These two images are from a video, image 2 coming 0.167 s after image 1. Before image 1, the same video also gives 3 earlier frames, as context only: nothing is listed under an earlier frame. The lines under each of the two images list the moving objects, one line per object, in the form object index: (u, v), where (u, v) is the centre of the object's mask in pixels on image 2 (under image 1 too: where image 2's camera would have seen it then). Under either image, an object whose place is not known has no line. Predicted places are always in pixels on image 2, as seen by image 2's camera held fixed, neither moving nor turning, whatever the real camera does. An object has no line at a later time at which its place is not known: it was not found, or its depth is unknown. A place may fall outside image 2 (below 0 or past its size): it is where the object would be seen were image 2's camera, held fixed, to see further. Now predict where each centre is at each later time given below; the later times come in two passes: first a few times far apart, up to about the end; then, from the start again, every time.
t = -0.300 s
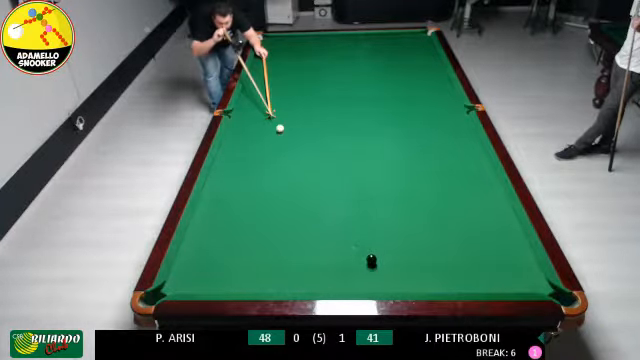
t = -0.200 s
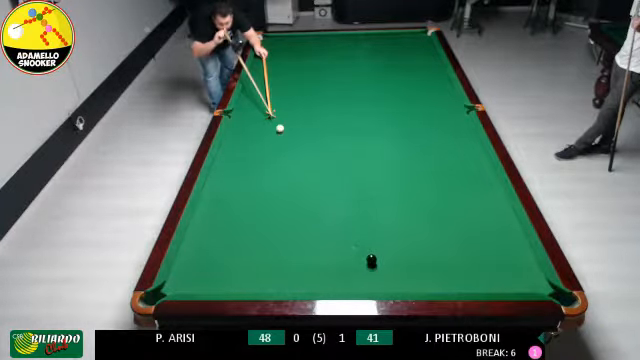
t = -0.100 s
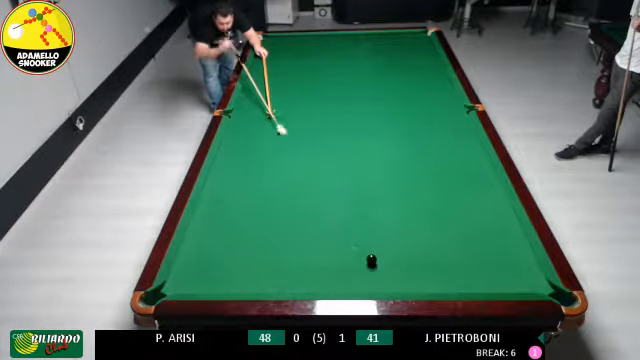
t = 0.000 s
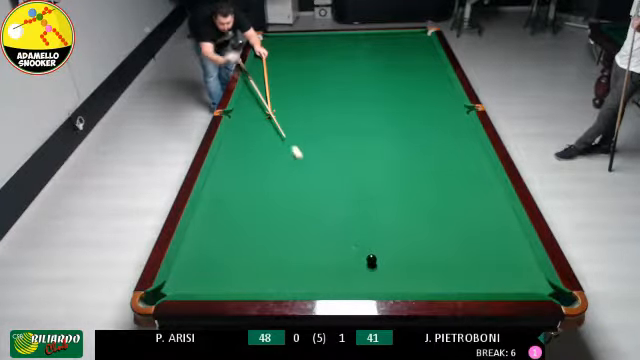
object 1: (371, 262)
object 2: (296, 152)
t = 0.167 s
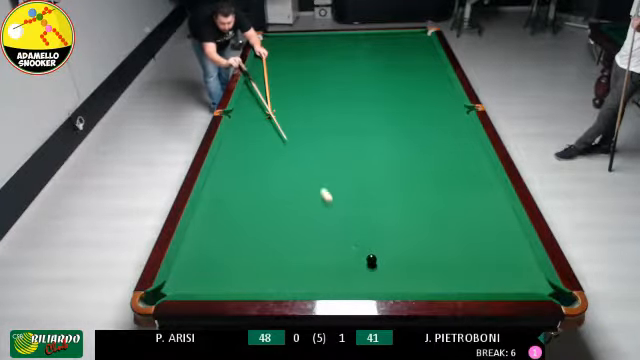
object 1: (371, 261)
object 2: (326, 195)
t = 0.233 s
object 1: (371, 261)
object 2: (339, 214)
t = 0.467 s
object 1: (398, 286)
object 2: (361, 257)
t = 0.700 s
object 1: (417, 252)
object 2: (355, 268)
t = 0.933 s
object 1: (429, 220)
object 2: (349, 279)
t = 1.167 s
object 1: (439, 193)
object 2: (343, 286)
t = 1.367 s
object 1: (447, 173)
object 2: (339, 285)
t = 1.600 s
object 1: (456, 154)
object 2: (335, 280)
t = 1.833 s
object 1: (463, 137)
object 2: (331, 275)
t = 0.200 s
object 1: (371, 262)
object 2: (332, 204)
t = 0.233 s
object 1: (371, 261)
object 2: (339, 214)
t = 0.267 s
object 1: (371, 262)
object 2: (345, 223)
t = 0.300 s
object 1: (372, 261)
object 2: (352, 234)
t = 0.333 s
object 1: (372, 262)
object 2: (359, 244)
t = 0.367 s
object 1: (373, 264)
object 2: (364, 252)
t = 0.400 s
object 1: (381, 272)
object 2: (363, 254)
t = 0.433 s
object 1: (390, 281)
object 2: (362, 255)
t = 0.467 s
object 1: (398, 286)
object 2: (361, 257)
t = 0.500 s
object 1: (403, 284)
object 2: (361, 259)
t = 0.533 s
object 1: (406, 279)
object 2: (359, 260)
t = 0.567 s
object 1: (408, 273)
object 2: (358, 262)
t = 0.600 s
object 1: (410, 267)
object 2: (358, 264)
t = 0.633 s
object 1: (413, 262)
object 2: (357, 265)
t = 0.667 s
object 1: (415, 257)
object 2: (356, 267)
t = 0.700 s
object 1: (417, 252)
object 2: (355, 268)
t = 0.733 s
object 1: (419, 246)
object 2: (354, 270)
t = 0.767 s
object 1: (421, 241)
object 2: (353, 271)
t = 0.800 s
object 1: (423, 237)
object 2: (352, 273)
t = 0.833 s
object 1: (424, 232)
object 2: (351, 274)
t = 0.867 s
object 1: (426, 228)
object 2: (350, 276)
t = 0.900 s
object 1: (428, 224)
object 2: (350, 277)
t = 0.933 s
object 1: (429, 220)
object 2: (349, 279)
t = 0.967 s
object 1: (431, 216)
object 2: (348, 280)
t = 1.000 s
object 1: (432, 212)
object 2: (347, 281)
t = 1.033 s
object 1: (434, 208)
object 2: (346, 283)
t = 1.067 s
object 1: (435, 204)
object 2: (346, 284)
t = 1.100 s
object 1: (437, 201)
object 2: (345, 285)
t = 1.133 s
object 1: (438, 197)
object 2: (344, 286)
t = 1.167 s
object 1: (439, 193)
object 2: (343, 286)
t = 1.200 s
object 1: (441, 190)
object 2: (342, 288)
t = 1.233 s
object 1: (442, 187)
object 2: (342, 287)
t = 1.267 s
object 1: (444, 183)
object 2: (341, 286)
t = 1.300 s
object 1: (445, 180)
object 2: (340, 286)
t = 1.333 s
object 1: (446, 177)
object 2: (339, 285)
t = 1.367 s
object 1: (447, 173)
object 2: (339, 285)
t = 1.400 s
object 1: (448, 171)
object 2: (338, 284)
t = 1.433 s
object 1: (450, 168)
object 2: (337, 284)
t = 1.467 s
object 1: (451, 165)
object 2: (337, 283)
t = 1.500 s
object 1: (452, 161)
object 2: (336, 281)
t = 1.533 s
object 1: (453, 159)
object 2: (336, 281)
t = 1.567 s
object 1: (455, 156)
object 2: (335, 280)
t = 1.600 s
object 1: (456, 154)
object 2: (335, 280)
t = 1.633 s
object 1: (457, 151)
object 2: (334, 279)
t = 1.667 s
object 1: (458, 149)
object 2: (334, 278)
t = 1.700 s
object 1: (459, 146)
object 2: (333, 278)
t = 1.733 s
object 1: (460, 144)
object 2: (332, 277)
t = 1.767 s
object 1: (461, 141)
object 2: (332, 276)
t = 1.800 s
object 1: (462, 139)
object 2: (331, 276)
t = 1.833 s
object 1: (463, 137)
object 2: (331, 275)
